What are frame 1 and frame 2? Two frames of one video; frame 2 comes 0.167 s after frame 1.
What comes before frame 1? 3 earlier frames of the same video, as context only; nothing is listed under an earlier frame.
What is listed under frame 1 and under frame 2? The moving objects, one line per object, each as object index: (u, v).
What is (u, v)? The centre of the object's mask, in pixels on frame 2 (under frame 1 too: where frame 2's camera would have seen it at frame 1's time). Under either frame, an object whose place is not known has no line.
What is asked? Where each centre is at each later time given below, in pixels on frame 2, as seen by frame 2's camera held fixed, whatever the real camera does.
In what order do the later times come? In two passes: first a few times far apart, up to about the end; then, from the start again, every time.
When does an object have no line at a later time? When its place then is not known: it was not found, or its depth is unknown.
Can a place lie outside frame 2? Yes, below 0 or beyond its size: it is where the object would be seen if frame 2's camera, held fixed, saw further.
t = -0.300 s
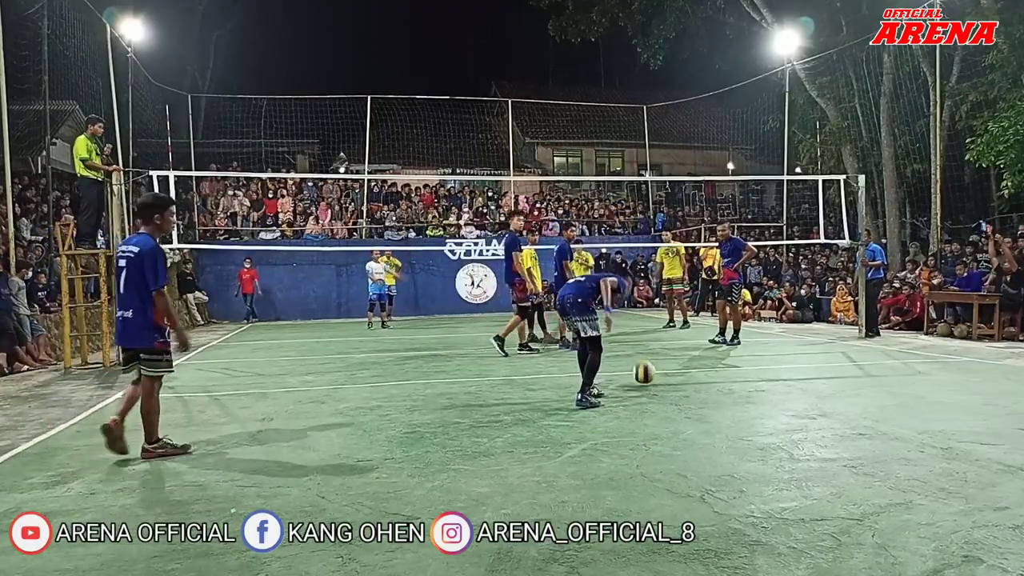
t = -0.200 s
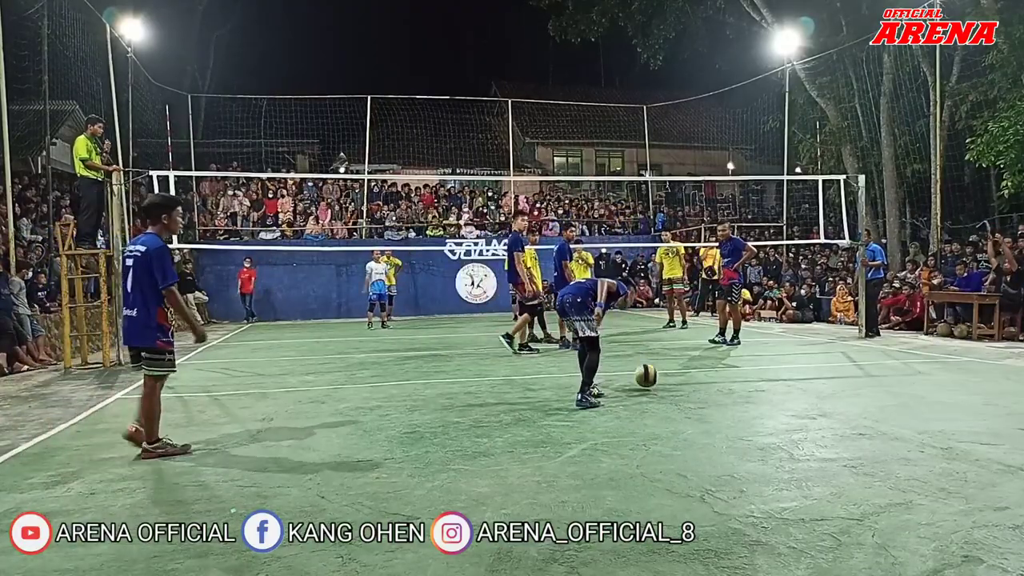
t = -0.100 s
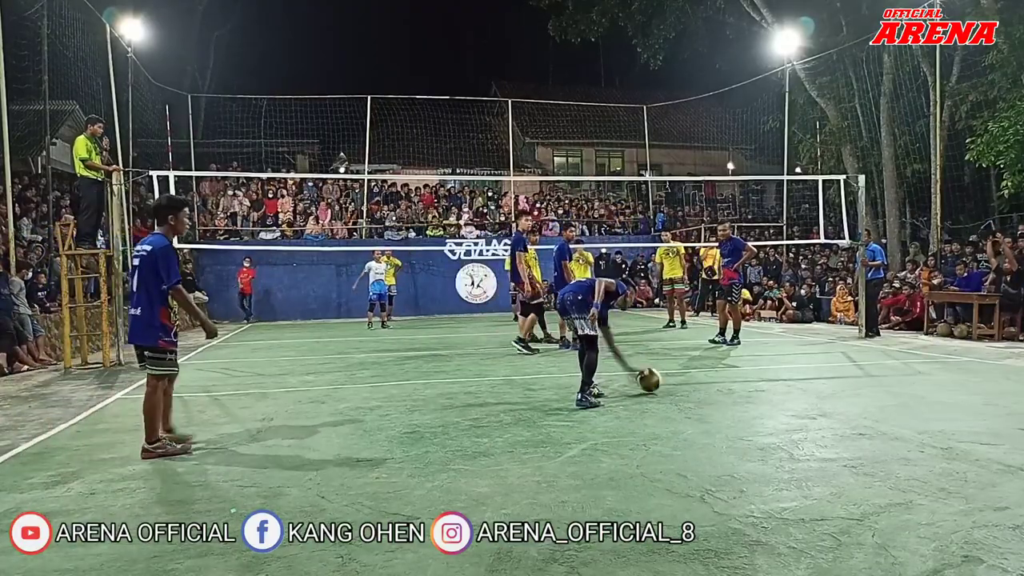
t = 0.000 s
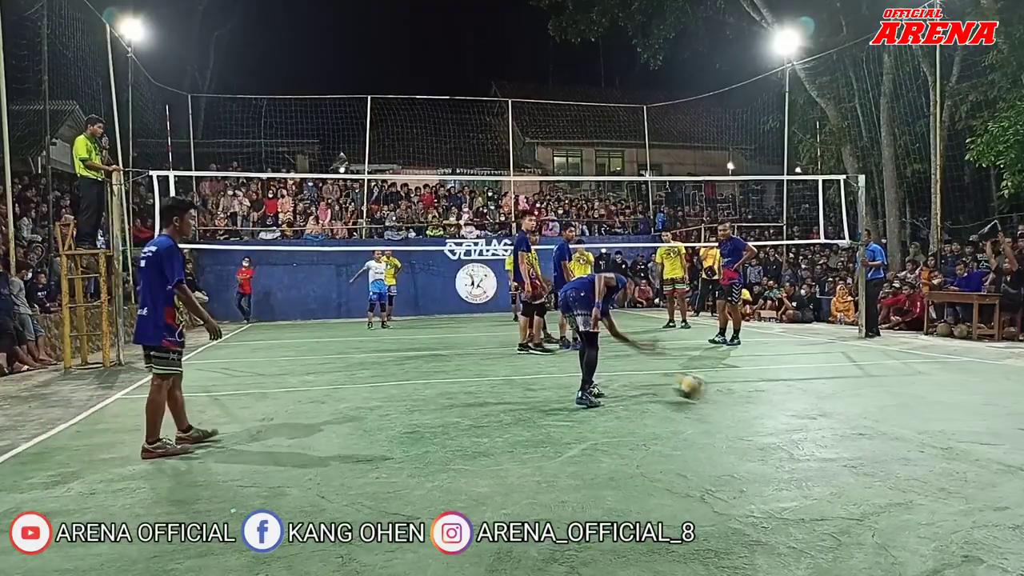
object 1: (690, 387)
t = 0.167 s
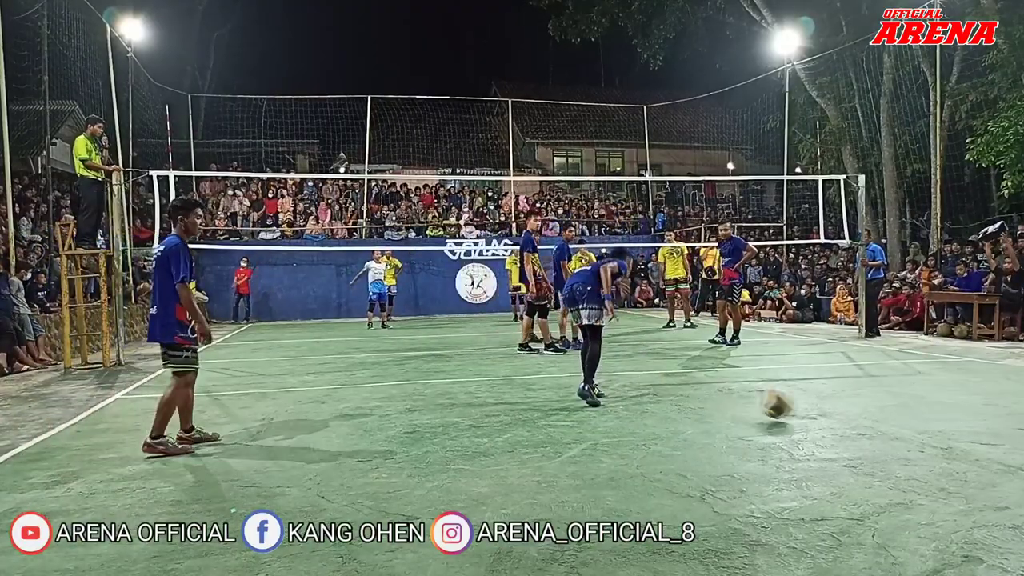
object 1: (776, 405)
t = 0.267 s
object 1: (833, 411)
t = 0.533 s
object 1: (1011, 451)
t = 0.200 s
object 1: (798, 411)
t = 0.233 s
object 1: (816, 411)
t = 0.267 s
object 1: (833, 411)
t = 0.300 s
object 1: (853, 415)
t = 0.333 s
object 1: (873, 421)
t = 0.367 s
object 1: (896, 429)
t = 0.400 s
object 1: (920, 434)
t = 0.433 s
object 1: (940, 434)
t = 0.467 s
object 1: (970, 440)
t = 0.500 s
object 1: (995, 446)
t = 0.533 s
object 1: (1011, 451)
